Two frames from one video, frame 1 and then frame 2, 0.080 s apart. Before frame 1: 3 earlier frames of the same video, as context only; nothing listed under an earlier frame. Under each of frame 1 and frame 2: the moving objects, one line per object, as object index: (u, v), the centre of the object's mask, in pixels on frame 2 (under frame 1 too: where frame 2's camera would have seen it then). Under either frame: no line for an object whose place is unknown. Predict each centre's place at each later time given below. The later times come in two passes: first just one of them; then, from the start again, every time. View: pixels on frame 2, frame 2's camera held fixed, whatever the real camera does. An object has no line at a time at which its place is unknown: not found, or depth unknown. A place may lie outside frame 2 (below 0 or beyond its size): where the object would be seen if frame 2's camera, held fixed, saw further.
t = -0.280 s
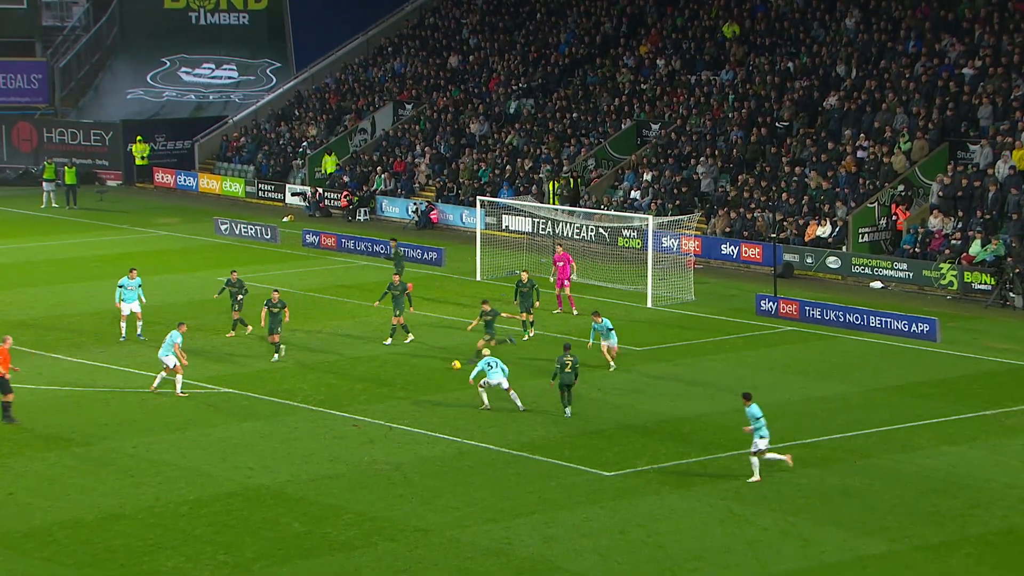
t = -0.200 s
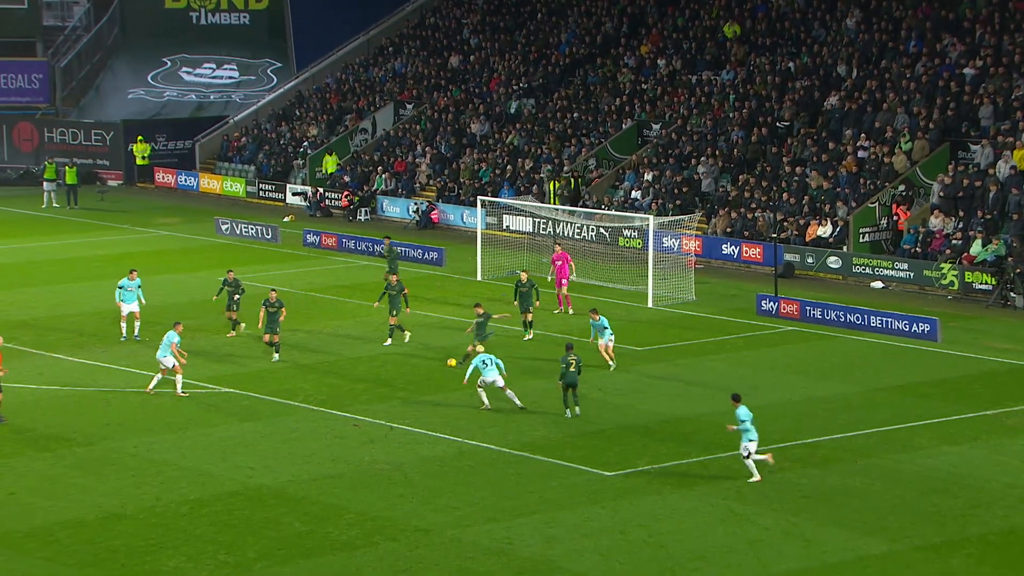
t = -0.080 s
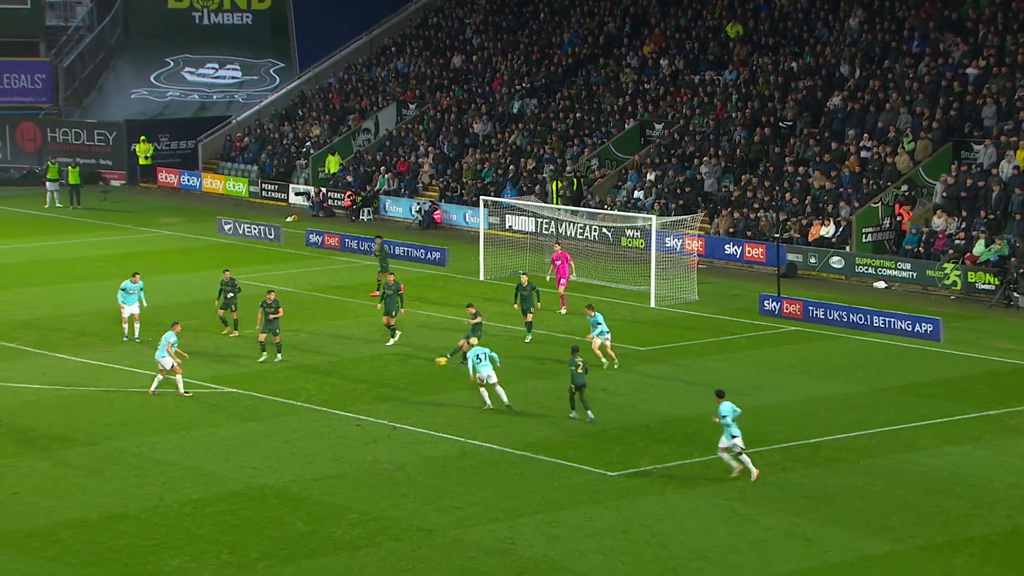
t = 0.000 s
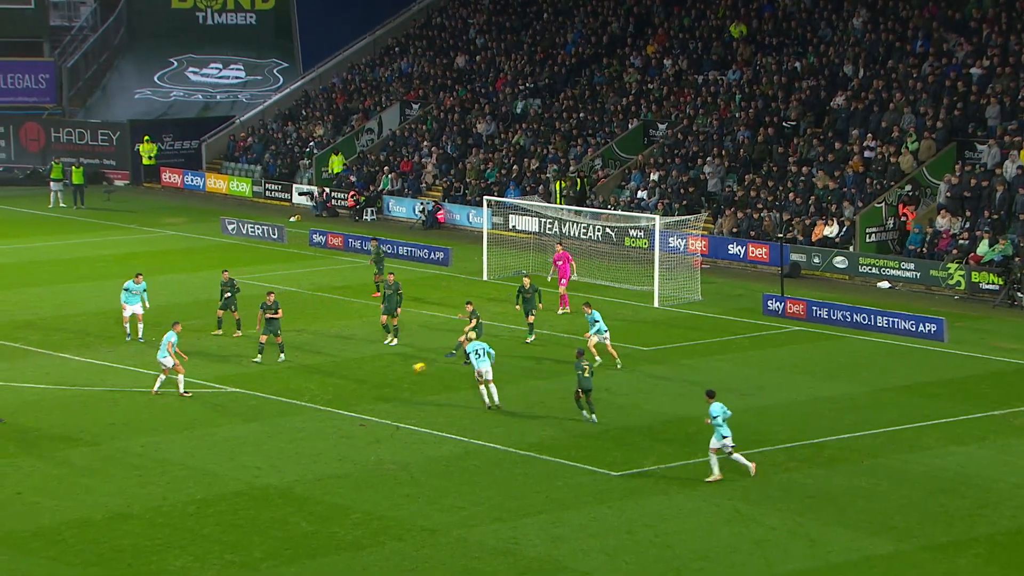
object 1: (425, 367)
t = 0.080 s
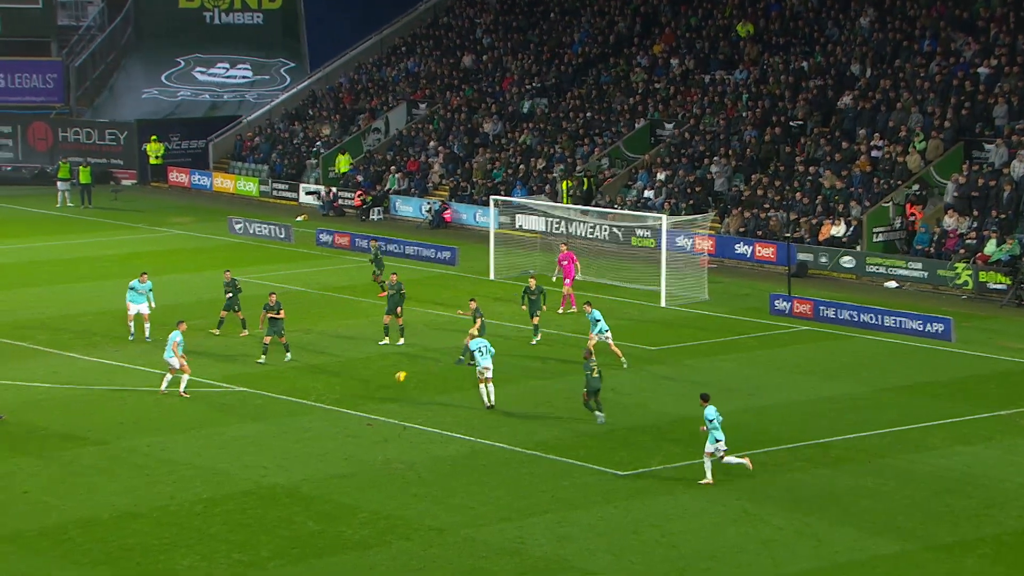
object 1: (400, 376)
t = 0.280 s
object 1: (345, 419)
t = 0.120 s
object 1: (388, 382)
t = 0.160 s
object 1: (378, 390)
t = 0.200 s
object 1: (367, 399)
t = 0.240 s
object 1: (356, 408)
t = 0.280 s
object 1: (345, 419)
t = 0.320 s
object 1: (334, 432)
